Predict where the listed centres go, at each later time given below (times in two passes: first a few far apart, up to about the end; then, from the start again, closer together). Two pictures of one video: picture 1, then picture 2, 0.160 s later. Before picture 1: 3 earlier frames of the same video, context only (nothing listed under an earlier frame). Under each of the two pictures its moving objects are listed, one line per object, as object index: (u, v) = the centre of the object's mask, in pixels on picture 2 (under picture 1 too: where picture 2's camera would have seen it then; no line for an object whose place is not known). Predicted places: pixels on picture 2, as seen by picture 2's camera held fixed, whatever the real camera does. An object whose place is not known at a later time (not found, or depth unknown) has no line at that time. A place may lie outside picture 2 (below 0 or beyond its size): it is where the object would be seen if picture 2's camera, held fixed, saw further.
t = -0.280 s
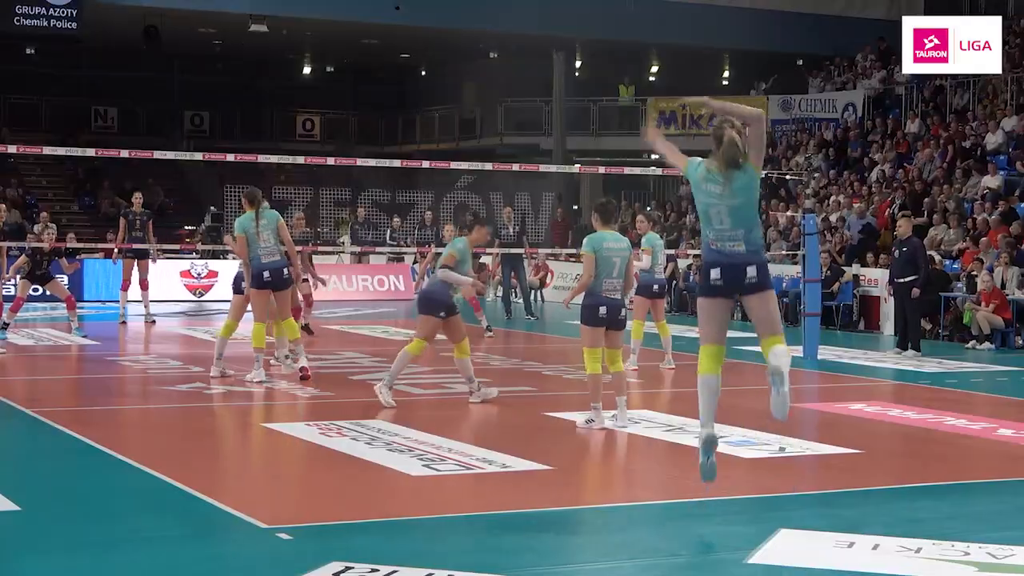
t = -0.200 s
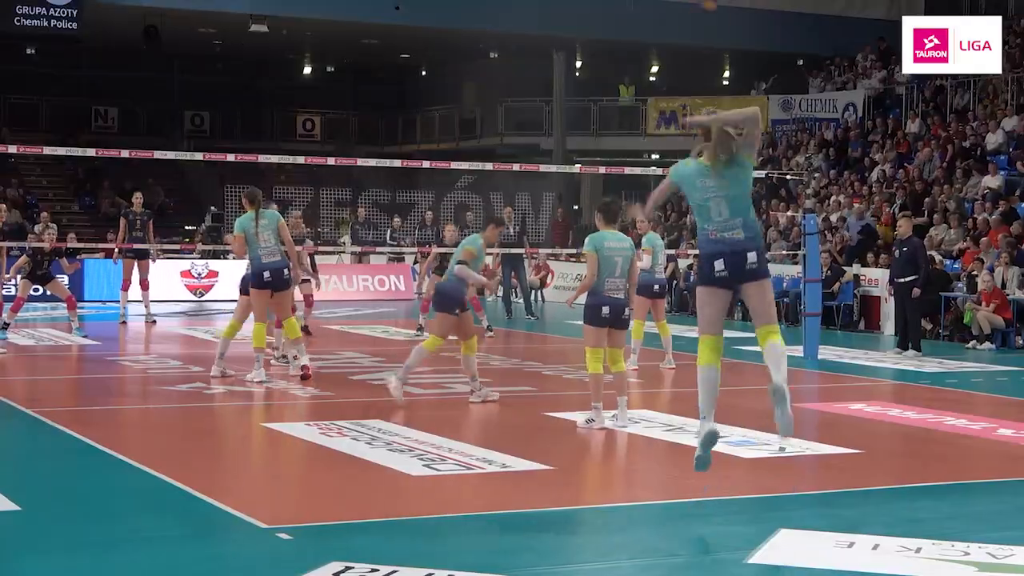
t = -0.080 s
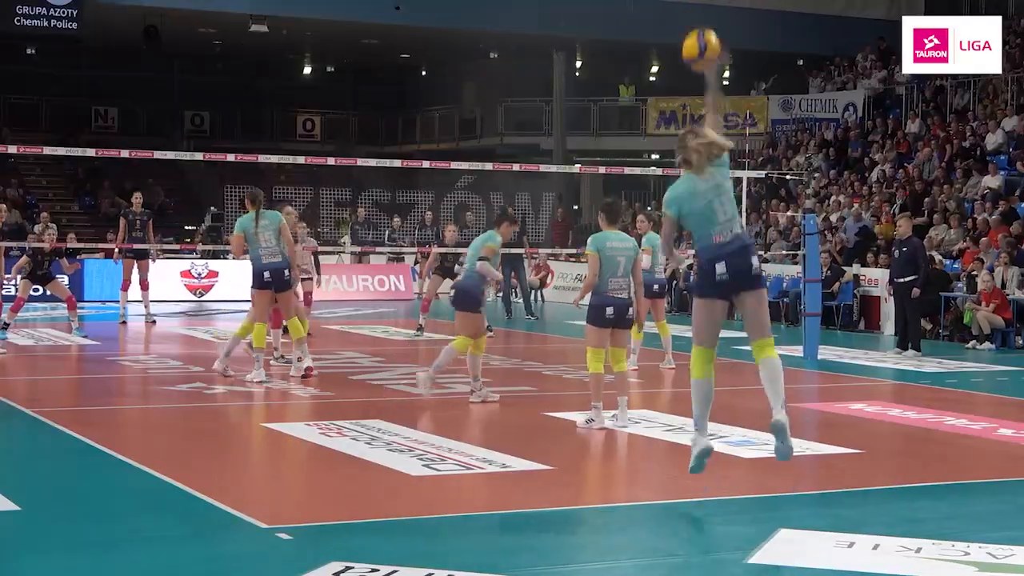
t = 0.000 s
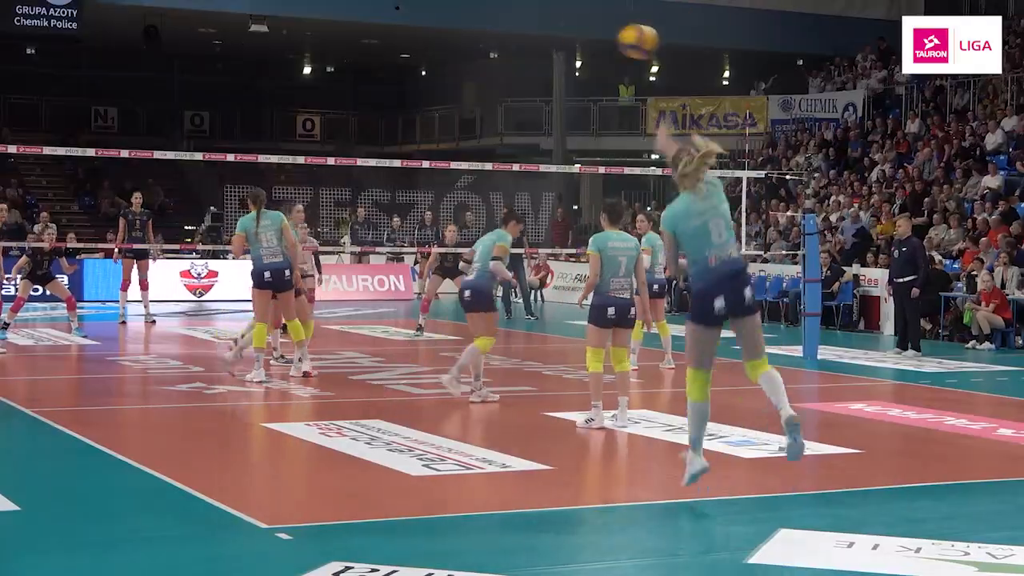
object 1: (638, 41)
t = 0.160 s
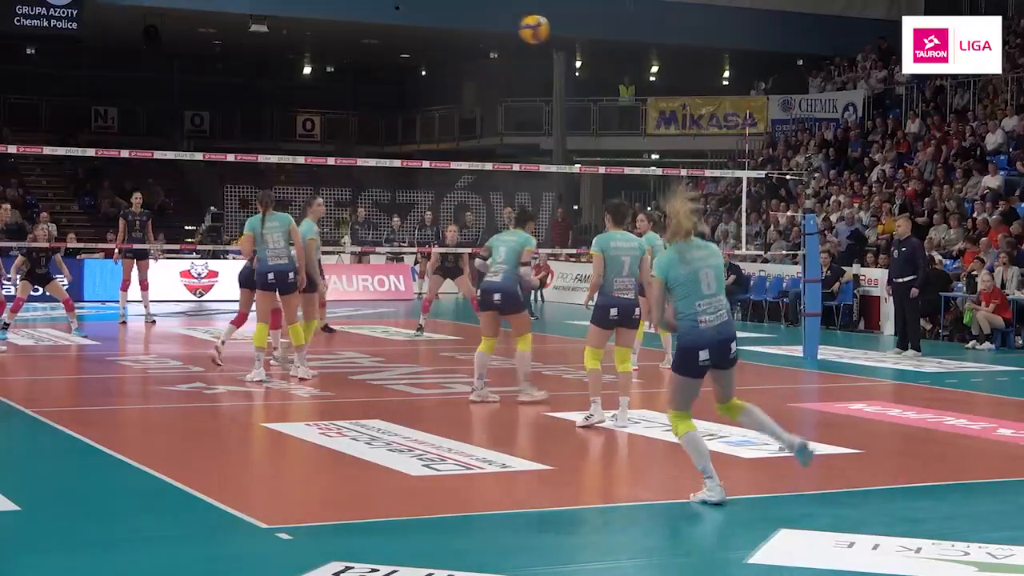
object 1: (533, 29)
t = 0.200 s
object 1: (515, 30)
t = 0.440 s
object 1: (441, 72)
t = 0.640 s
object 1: (400, 142)
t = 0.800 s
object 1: (370, 206)
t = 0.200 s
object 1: (515, 30)
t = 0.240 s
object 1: (500, 33)
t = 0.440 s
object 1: (441, 72)
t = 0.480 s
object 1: (432, 84)
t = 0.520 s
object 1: (424, 97)
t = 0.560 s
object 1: (415, 112)
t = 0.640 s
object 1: (400, 142)
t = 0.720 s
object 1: (384, 175)
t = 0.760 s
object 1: (378, 189)
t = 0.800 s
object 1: (370, 206)
